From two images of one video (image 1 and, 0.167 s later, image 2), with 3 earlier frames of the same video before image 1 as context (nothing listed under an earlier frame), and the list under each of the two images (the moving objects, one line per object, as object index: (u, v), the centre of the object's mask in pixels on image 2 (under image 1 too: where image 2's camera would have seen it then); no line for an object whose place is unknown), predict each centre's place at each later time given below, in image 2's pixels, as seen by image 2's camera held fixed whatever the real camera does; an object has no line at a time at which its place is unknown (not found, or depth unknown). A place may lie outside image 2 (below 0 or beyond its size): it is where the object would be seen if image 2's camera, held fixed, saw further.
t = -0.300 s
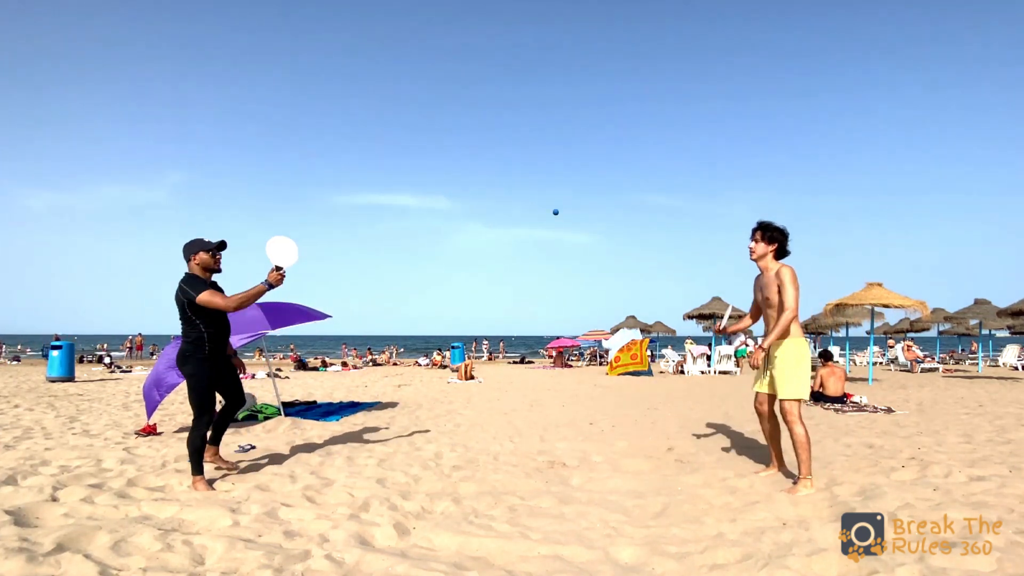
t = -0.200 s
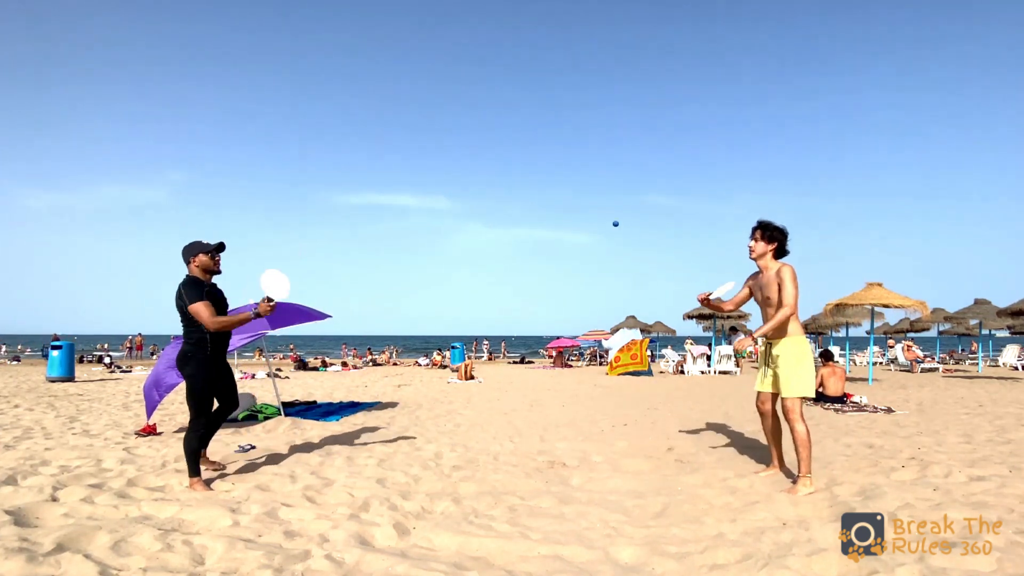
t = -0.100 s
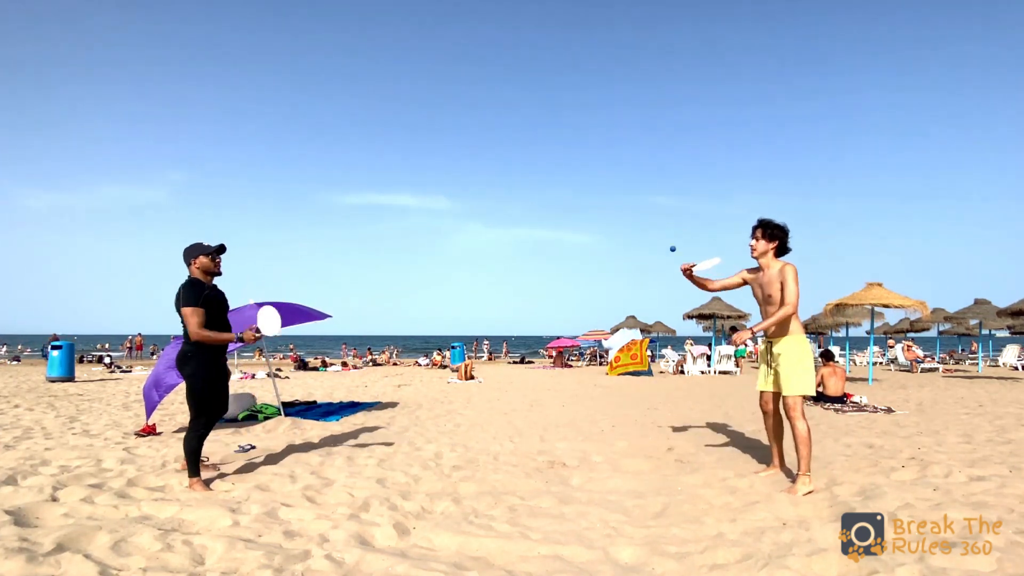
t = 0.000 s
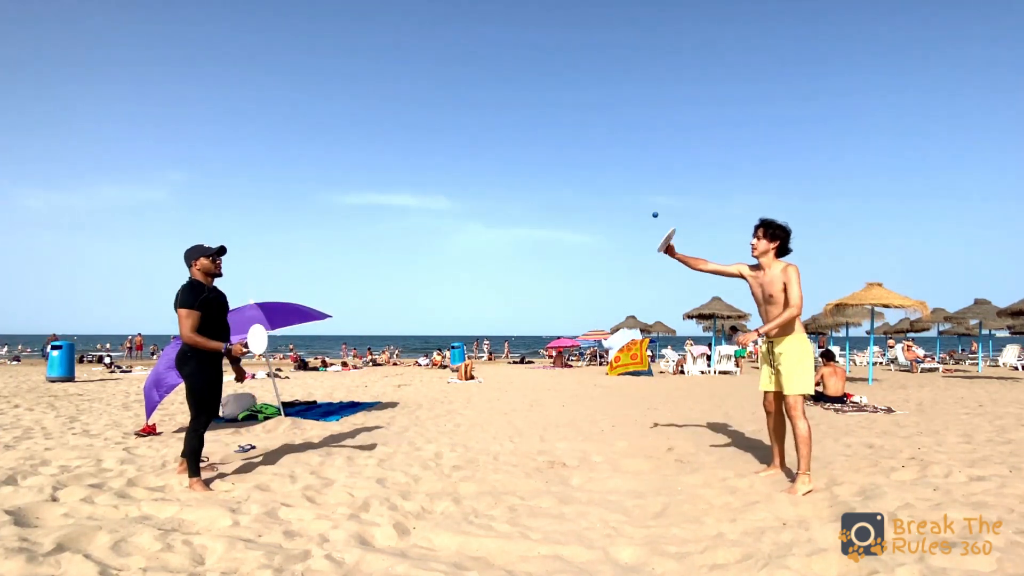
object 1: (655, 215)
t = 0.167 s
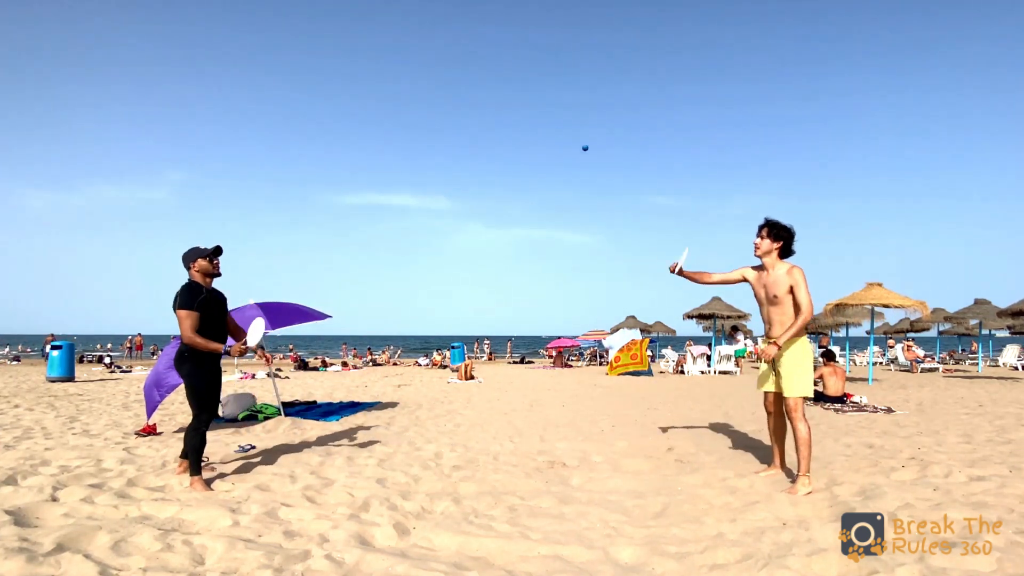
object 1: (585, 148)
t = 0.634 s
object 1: (384, 175)
